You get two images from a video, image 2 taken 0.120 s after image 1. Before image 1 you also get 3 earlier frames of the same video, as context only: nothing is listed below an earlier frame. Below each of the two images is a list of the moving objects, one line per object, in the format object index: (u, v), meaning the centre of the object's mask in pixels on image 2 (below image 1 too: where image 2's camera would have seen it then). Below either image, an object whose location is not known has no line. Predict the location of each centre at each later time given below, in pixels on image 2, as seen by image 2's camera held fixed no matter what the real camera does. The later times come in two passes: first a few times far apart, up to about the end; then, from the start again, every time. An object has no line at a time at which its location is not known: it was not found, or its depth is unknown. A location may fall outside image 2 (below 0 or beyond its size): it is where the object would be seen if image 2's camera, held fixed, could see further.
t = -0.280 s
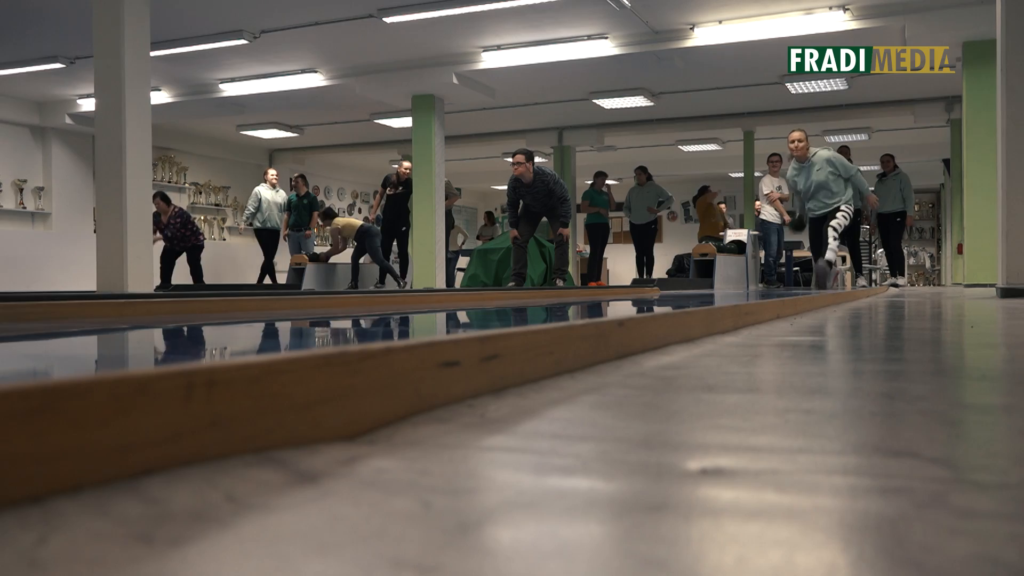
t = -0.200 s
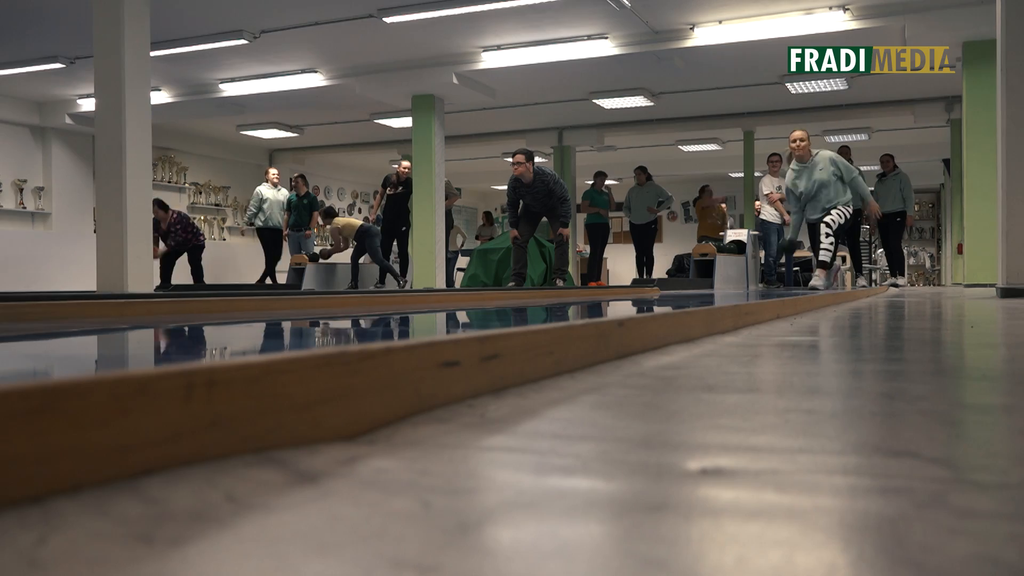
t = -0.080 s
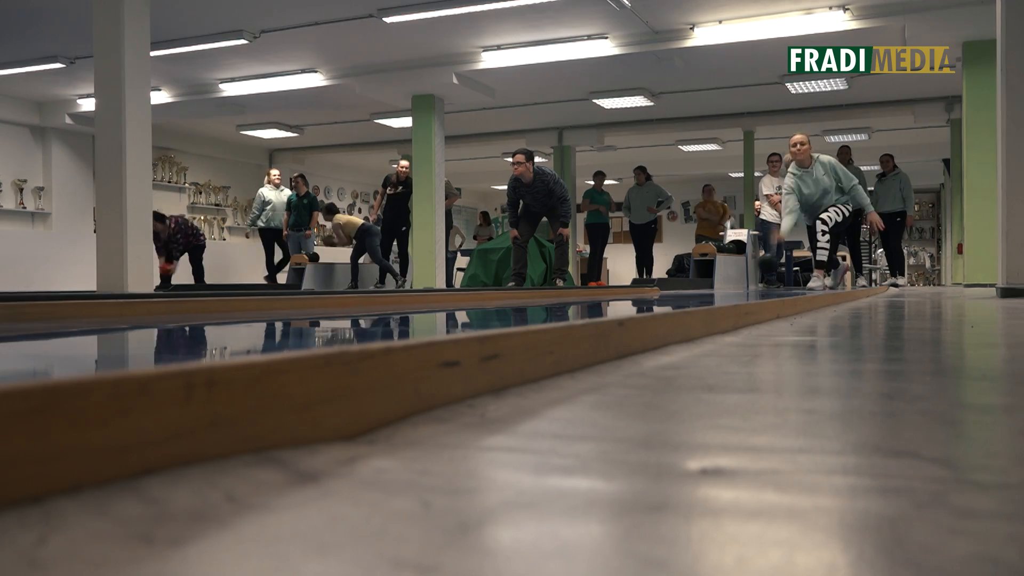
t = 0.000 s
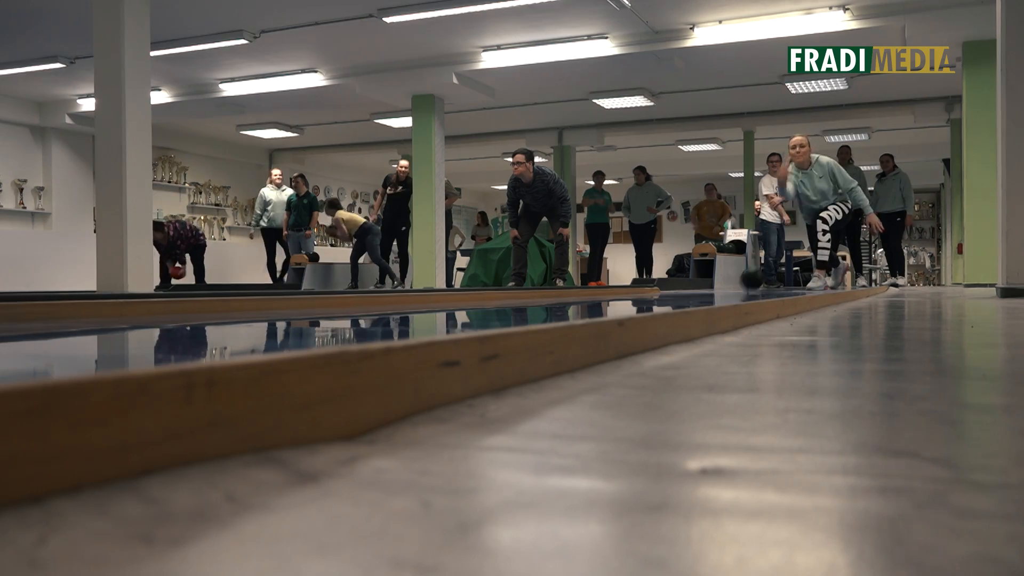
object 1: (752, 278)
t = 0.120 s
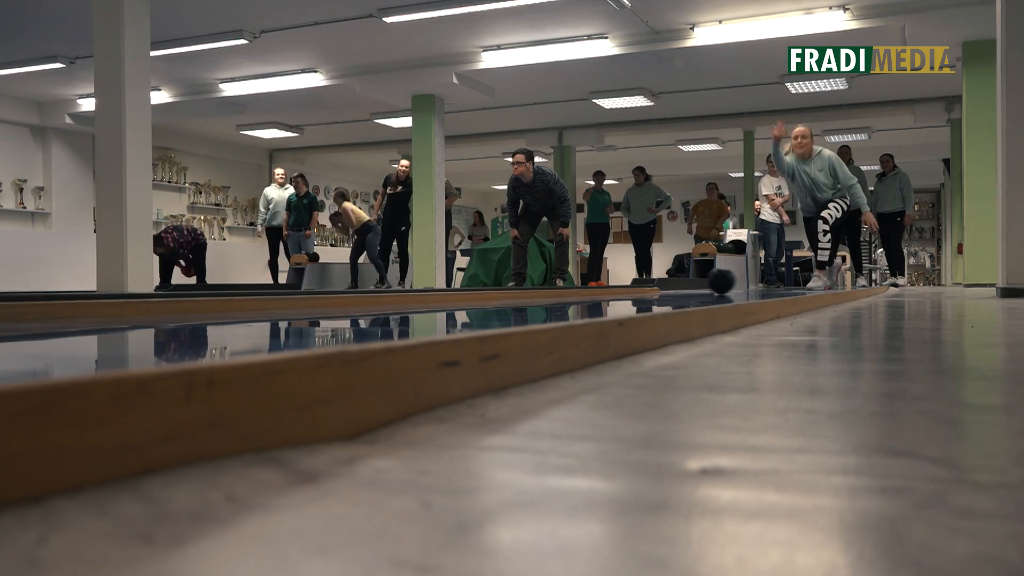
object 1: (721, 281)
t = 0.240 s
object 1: (677, 281)
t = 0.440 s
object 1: (538, 278)
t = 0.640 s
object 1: (91, 272)
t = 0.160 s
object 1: (709, 280)
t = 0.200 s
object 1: (693, 280)
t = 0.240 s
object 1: (677, 281)
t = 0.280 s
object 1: (657, 280)
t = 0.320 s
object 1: (635, 281)
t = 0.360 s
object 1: (607, 279)
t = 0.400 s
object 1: (578, 278)
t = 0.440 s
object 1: (538, 278)
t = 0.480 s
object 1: (494, 278)
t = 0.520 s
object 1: (433, 279)
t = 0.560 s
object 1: (361, 275)
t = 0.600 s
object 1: (246, 279)
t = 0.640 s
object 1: (91, 272)
